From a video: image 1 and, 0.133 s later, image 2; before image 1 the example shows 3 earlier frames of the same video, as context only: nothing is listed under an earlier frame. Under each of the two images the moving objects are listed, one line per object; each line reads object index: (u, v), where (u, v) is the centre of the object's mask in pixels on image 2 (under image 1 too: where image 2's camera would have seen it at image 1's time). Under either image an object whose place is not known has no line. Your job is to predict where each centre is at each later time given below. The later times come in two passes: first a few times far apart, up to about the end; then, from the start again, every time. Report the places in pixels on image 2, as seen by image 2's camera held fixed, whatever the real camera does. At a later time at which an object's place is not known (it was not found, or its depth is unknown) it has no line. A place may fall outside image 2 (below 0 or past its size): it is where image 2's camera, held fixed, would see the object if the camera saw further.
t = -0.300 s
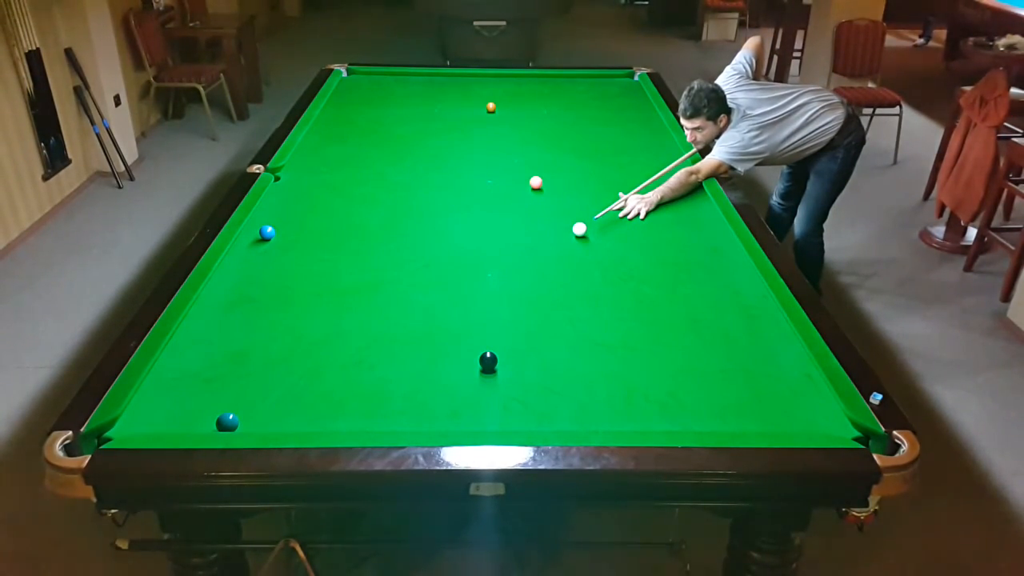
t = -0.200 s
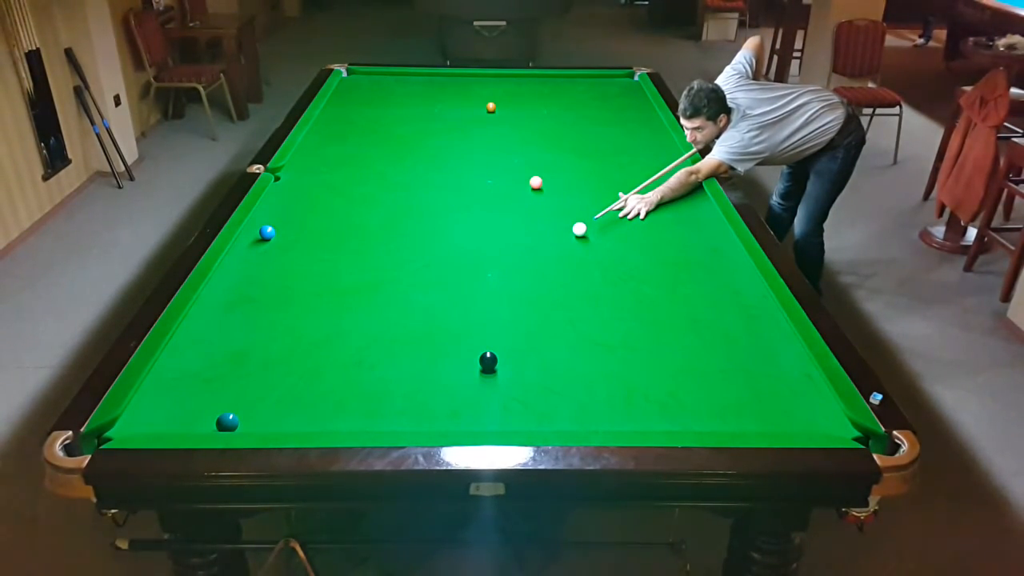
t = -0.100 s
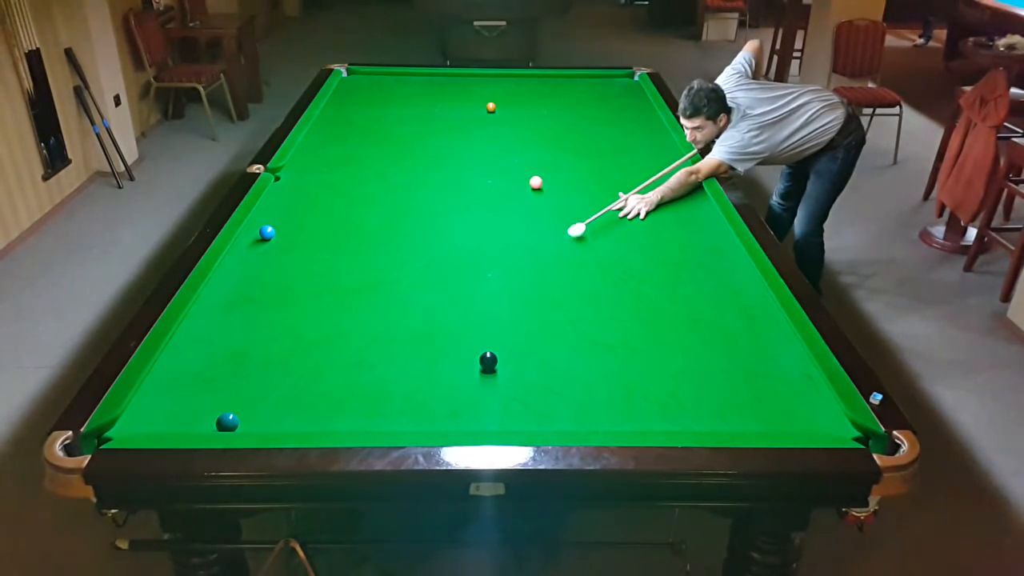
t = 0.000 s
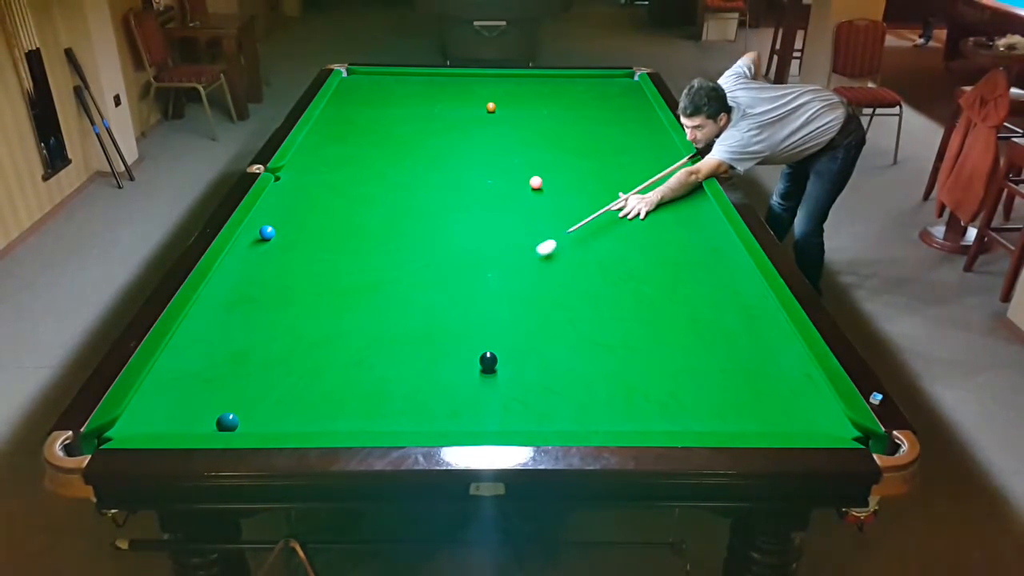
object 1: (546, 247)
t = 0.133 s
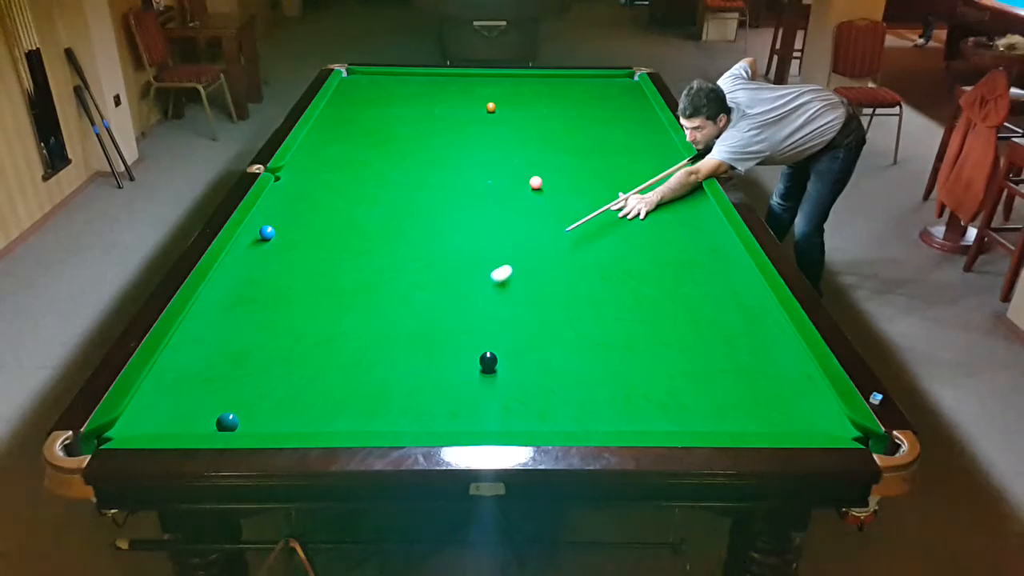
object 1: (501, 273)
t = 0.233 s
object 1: (464, 295)
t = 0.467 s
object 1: (359, 357)
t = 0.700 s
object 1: (252, 422)
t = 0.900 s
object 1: (267, 382)
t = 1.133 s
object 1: (274, 345)
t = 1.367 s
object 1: (280, 314)
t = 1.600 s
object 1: (285, 288)
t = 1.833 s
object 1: (289, 266)
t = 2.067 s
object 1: (293, 246)
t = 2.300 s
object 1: (296, 230)
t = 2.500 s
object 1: (299, 217)
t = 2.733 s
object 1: (301, 203)
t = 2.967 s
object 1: (303, 192)
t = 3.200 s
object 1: (305, 182)
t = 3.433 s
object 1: (307, 173)
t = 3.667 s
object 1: (308, 164)
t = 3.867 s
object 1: (309, 158)
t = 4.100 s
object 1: (310, 152)
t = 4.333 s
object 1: (311, 146)
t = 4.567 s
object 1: (312, 141)
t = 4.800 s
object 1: (313, 136)
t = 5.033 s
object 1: (313, 133)
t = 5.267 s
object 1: (313, 129)
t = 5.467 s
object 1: (316, 127)
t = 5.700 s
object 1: (318, 124)
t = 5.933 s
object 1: (321, 122)
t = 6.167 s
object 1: (322, 120)
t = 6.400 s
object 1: (323, 119)
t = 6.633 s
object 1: (324, 118)
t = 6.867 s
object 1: (324, 118)
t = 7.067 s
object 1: (324, 118)
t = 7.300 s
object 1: (324, 118)
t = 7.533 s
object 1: (324, 118)
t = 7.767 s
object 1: (324, 118)
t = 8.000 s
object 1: (324, 118)
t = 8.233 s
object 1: (324, 118)
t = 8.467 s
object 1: (324, 118)
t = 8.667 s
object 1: (324, 118)
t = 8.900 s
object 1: (324, 118)
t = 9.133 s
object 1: (324, 118)
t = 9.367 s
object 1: (324, 118)
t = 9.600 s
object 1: (324, 118)
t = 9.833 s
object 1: (324, 118)
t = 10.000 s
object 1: (324, 118)
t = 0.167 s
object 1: (489, 280)
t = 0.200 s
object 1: (476, 288)
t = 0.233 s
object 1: (464, 295)
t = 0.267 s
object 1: (450, 303)
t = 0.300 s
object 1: (436, 311)
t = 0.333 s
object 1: (422, 319)
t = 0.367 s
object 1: (407, 328)
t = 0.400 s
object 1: (392, 337)
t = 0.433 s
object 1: (376, 347)
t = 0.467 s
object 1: (359, 357)
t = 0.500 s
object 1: (342, 367)
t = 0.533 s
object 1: (323, 378)
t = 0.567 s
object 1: (304, 389)
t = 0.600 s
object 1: (284, 401)
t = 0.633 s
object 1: (263, 413)
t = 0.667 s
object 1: (250, 422)
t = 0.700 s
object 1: (252, 422)
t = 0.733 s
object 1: (256, 415)
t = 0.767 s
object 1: (260, 407)
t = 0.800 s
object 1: (263, 400)
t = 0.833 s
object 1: (265, 394)
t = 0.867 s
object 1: (266, 387)
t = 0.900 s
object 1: (267, 382)
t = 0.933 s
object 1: (268, 376)
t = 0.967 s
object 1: (269, 371)
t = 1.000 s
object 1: (270, 365)
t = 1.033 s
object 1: (271, 360)
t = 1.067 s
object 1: (272, 355)
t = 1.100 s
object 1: (273, 350)
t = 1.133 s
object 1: (274, 345)
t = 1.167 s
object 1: (275, 340)
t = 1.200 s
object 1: (276, 336)
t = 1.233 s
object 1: (277, 331)
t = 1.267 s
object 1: (278, 327)
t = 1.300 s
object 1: (278, 322)
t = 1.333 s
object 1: (279, 318)
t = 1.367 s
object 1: (280, 314)
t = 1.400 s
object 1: (281, 310)
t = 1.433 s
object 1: (281, 306)
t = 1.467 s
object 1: (282, 302)
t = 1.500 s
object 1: (283, 299)
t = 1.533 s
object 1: (284, 295)
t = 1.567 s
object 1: (284, 291)
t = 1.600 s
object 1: (285, 288)
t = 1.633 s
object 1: (286, 285)
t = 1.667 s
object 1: (286, 281)
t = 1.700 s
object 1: (287, 278)
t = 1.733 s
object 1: (288, 275)
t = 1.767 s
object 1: (288, 272)
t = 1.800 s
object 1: (289, 269)
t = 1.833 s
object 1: (289, 266)
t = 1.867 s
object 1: (290, 263)
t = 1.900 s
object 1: (290, 260)
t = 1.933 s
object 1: (291, 257)
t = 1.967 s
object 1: (292, 254)
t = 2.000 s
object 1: (292, 252)
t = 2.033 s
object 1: (293, 249)
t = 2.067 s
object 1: (293, 246)
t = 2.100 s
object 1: (294, 244)
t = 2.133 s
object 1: (294, 241)
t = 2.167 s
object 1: (295, 239)
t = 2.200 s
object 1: (295, 236)
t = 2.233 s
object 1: (296, 234)
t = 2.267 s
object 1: (296, 232)
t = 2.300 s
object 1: (296, 230)
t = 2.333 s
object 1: (297, 227)
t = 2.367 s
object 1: (297, 225)
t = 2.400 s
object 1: (298, 223)
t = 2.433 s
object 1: (298, 221)
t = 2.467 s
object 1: (298, 219)
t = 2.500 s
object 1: (299, 217)
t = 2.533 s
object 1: (299, 215)
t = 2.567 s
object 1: (299, 213)
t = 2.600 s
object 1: (300, 211)
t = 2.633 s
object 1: (300, 209)
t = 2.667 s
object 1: (301, 207)
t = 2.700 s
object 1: (301, 205)
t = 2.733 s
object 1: (301, 203)
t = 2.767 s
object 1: (302, 202)
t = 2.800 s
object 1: (302, 200)
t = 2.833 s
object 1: (302, 198)
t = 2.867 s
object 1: (303, 197)
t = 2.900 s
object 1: (303, 195)
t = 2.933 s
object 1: (303, 193)
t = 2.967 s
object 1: (303, 192)
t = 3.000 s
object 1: (304, 190)
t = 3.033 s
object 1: (304, 189)
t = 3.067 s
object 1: (304, 187)
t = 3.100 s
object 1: (304, 186)
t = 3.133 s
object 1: (305, 184)
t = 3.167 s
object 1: (305, 183)
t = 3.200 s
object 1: (305, 182)
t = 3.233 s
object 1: (305, 180)
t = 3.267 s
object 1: (305, 179)
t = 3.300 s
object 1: (306, 178)
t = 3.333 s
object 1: (306, 176)
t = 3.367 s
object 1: (306, 175)
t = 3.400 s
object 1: (306, 174)
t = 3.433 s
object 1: (307, 173)
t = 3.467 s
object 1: (307, 171)
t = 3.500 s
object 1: (307, 170)
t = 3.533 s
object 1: (307, 169)
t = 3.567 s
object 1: (307, 168)
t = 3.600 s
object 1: (308, 166)
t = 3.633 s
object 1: (308, 165)
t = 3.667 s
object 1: (308, 164)
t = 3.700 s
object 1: (308, 163)
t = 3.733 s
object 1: (308, 162)
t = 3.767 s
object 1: (309, 161)
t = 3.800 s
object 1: (309, 160)
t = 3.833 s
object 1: (309, 159)
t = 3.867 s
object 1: (309, 158)
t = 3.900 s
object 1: (309, 157)
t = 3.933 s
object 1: (310, 156)
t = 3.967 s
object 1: (310, 155)
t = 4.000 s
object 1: (310, 154)
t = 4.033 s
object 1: (310, 154)
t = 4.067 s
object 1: (310, 152)
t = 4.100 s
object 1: (310, 152)
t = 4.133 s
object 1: (310, 151)
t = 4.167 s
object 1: (311, 150)
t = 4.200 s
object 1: (311, 149)
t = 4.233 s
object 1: (311, 148)
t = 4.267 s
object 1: (311, 147)
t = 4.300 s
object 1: (311, 147)
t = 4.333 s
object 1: (311, 146)
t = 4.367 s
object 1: (311, 145)
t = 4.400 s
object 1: (311, 144)
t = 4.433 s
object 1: (312, 144)
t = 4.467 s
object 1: (312, 143)
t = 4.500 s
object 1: (312, 142)
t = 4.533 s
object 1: (312, 141)
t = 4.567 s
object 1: (312, 141)
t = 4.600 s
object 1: (312, 140)
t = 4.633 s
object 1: (312, 140)
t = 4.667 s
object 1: (312, 139)
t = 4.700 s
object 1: (312, 138)
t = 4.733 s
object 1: (312, 137)
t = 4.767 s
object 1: (313, 137)
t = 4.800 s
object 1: (313, 136)
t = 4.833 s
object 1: (313, 136)
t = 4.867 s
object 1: (313, 135)
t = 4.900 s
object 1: (313, 134)
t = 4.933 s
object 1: (313, 134)
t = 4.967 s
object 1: (313, 133)
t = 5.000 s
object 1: (313, 133)
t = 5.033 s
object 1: (313, 133)
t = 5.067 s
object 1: (313, 132)
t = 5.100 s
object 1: (313, 131)
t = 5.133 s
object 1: (313, 131)
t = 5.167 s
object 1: (313, 130)
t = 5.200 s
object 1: (313, 130)
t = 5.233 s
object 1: (313, 129)
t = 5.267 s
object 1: (313, 129)
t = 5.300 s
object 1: (313, 128)
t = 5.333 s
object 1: (314, 128)
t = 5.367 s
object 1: (314, 128)
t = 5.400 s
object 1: (315, 127)
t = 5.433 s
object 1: (315, 127)
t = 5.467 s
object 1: (316, 127)
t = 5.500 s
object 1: (316, 126)
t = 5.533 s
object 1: (316, 126)
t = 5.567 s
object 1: (316, 126)
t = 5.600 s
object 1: (317, 125)
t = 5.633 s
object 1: (317, 125)
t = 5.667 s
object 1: (318, 124)
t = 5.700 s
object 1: (318, 124)
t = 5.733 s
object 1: (319, 124)
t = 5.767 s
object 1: (319, 123)
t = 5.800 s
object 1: (319, 123)
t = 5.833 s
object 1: (319, 123)
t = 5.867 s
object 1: (320, 123)
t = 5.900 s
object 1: (320, 122)
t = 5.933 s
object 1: (321, 122)
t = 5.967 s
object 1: (321, 122)
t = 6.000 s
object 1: (321, 122)
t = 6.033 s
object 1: (321, 121)
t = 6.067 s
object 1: (321, 121)
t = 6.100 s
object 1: (322, 121)
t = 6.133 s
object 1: (322, 121)
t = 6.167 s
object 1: (322, 120)
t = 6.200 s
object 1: (322, 120)
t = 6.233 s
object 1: (322, 120)
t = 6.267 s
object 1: (323, 120)
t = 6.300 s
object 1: (323, 119)
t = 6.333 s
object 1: (323, 119)
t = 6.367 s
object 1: (323, 119)
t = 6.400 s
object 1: (323, 119)
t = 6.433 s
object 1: (323, 119)
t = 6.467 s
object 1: (323, 119)
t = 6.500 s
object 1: (324, 119)
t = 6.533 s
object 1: (324, 118)
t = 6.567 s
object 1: (324, 118)
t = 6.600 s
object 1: (324, 118)
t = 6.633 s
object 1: (324, 118)
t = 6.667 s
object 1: (324, 118)
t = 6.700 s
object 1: (324, 118)
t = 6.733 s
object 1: (324, 118)
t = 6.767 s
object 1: (324, 118)
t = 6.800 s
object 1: (324, 118)
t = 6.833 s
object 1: (324, 118)
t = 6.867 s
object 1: (324, 118)
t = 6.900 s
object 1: (324, 118)
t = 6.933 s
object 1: (324, 118)
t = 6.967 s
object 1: (324, 118)
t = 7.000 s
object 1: (324, 118)
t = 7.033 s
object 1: (324, 118)
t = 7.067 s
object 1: (324, 118)
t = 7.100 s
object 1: (324, 118)
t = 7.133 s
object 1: (324, 118)
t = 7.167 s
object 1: (324, 118)
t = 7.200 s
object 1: (324, 118)
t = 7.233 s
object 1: (324, 118)
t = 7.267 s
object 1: (324, 118)
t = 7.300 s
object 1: (324, 118)
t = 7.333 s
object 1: (324, 118)
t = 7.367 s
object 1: (324, 118)
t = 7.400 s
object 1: (324, 118)
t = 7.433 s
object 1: (324, 118)
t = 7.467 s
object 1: (324, 118)
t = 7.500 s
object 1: (324, 118)
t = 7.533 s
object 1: (324, 118)
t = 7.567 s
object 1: (324, 118)
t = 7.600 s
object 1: (324, 118)
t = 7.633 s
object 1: (324, 118)
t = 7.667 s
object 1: (324, 118)
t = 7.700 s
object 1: (324, 118)
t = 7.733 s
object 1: (324, 118)
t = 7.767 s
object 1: (324, 118)
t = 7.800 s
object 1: (324, 118)
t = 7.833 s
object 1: (324, 118)
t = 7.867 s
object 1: (324, 118)
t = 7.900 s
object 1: (324, 118)
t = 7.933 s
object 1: (324, 118)
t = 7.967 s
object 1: (324, 118)
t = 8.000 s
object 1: (324, 118)
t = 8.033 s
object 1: (324, 118)
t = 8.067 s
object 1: (324, 118)
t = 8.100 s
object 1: (324, 118)
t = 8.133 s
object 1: (324, 118)
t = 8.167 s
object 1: (324, 118)
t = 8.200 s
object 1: (324, 118)
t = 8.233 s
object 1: (324, 118)
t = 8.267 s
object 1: (324, 118)
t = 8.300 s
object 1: (324, 118)
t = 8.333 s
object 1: (324, 118)
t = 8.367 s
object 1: (324, 118)
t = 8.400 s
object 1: (324, 118)
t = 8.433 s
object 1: (324, 118)
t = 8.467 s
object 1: (324, 118)
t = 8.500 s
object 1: (324, 118)
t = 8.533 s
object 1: (324, 118)
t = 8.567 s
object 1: (324, 118)
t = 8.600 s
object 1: (324, 118)
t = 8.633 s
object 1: (324, 118)
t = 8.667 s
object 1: (324, 118)
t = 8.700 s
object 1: (324, 118)
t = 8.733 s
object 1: (324, 118)
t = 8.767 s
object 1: (324, 118)
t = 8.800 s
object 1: (324, 118)
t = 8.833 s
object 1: (324, 118)
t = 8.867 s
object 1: (324, 118)
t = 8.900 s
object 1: (324, 118)
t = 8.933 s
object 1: (324, 118)
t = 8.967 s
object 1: (324, 118)
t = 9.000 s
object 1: (324, 118)
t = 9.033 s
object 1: (324, 118)
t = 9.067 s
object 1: (324, 118)
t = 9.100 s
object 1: (324, 118)
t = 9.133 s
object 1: (324, 118)
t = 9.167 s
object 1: (324, 118)
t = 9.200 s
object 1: (324, 118)
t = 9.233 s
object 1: (324, 118)
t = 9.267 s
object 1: (324, 118)
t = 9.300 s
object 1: (324, 118)
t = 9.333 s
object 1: (324, 118)
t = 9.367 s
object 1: (324, 118)
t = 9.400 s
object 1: (324, 118)
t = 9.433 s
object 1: (324, 118)
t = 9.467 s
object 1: (324, 118)
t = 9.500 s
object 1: (324, 118)
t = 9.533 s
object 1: (324, 118)
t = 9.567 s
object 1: (324, 118)
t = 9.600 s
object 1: (324, 118)
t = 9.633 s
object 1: (324, 118)
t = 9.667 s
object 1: (324, 118)
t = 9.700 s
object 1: (324, 118)
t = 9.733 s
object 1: (324, 118)
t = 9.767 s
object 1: (324, 118)
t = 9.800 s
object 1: (324, 118)
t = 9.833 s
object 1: (324, 118)
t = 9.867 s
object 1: (324, 118)
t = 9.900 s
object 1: (324, 118)
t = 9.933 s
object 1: (324, 118)
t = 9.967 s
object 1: (324, 118)
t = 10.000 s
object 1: (324, 118)
